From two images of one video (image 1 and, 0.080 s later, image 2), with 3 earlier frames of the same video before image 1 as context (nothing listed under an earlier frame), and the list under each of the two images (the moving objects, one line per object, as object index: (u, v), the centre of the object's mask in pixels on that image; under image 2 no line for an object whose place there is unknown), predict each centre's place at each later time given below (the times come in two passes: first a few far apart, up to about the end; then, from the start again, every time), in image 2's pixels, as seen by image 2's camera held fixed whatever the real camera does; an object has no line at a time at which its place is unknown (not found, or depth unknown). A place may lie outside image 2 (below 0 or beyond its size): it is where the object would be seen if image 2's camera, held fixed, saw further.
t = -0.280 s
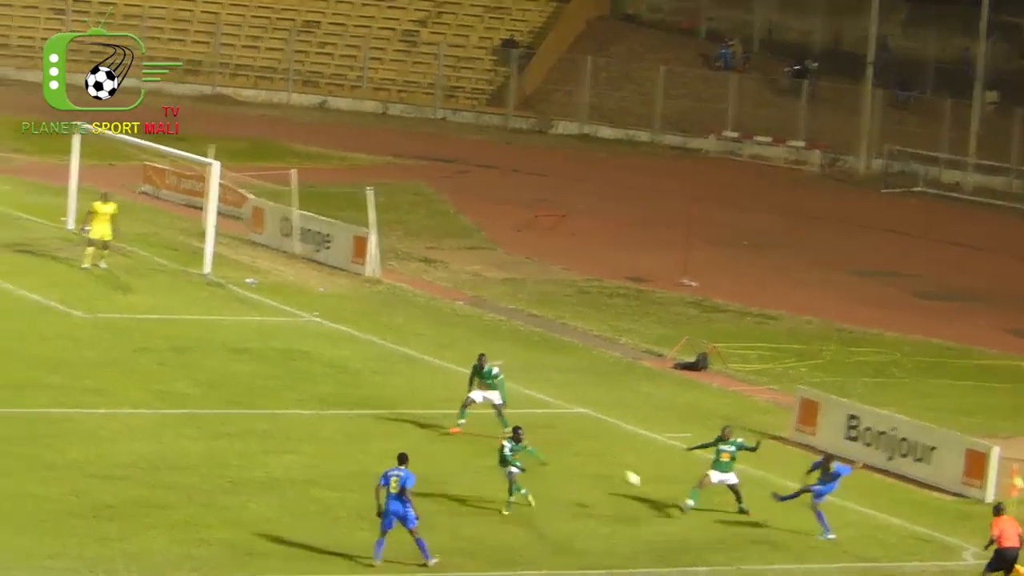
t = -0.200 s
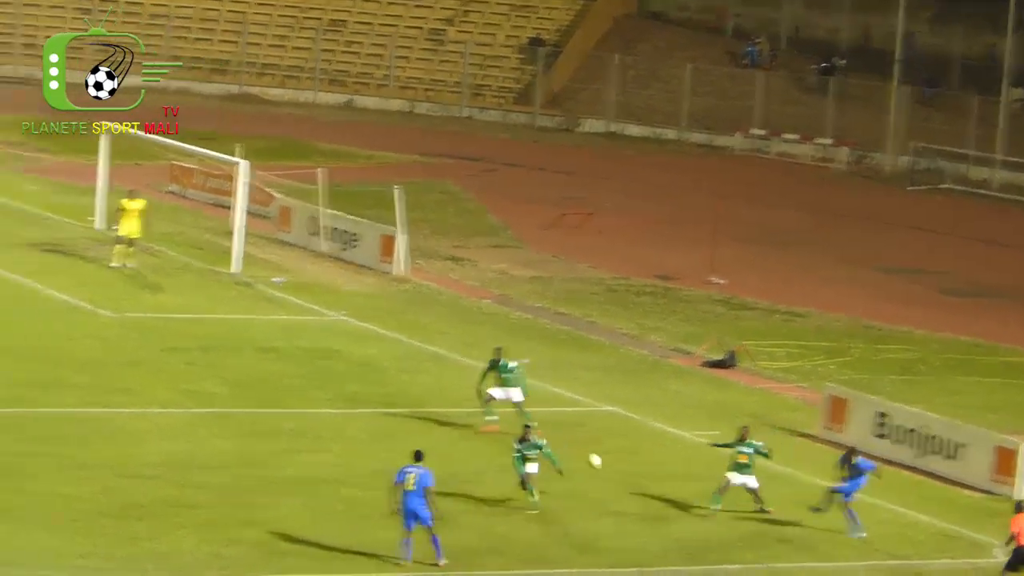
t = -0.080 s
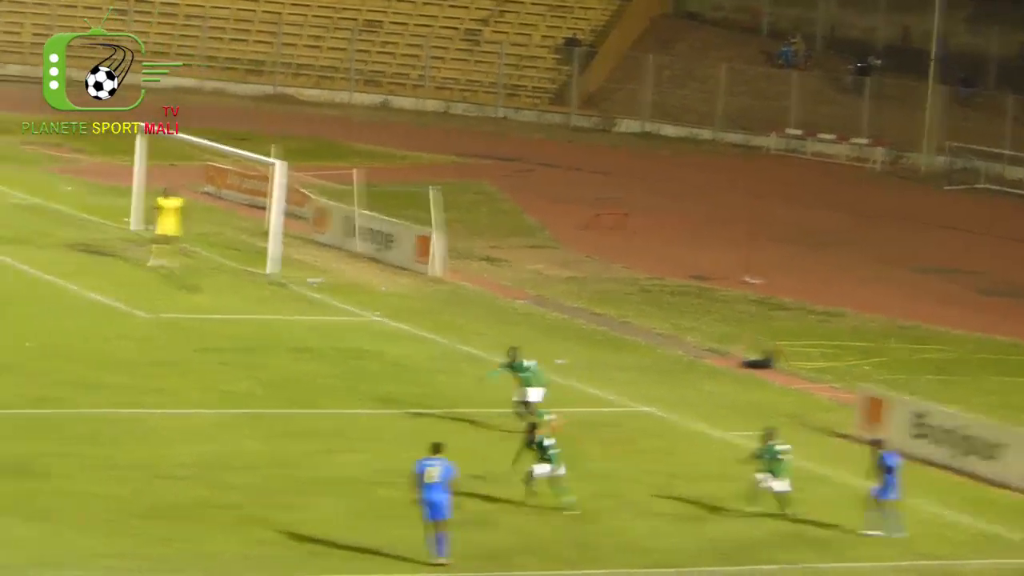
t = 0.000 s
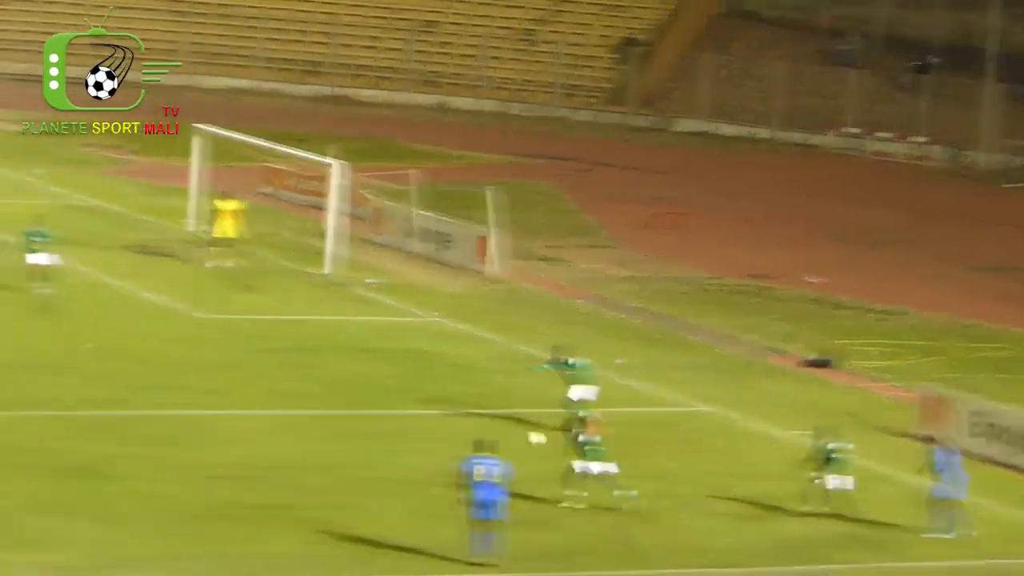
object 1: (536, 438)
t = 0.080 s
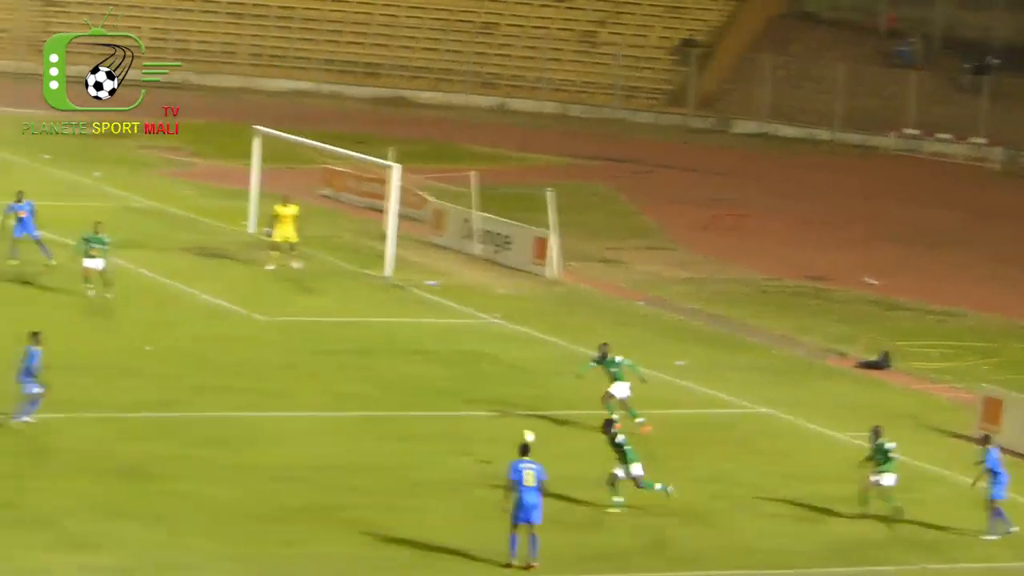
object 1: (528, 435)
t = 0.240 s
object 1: (416, 437)
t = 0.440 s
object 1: (311, 410)
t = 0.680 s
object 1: (194, 399)
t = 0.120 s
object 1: (499, 434)
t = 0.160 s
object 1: (469, 434)
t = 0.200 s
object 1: (442, 436)
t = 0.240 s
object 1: (416, 437)
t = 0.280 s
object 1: (388, 435)
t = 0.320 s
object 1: (369, 427)
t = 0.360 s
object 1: (351, 421)
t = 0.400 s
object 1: (330, 415)
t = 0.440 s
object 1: (311, 410)
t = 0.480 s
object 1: (291, 406)
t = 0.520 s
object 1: (272, 402)
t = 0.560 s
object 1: (252, 400)
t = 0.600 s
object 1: (233, 398)
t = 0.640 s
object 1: (213, 398)
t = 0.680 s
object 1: (194, 399)
